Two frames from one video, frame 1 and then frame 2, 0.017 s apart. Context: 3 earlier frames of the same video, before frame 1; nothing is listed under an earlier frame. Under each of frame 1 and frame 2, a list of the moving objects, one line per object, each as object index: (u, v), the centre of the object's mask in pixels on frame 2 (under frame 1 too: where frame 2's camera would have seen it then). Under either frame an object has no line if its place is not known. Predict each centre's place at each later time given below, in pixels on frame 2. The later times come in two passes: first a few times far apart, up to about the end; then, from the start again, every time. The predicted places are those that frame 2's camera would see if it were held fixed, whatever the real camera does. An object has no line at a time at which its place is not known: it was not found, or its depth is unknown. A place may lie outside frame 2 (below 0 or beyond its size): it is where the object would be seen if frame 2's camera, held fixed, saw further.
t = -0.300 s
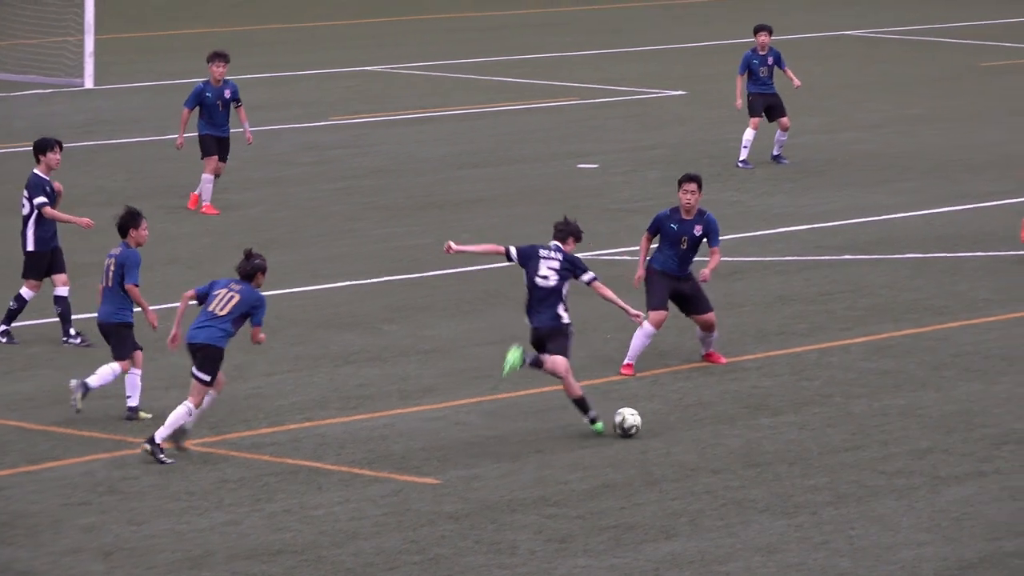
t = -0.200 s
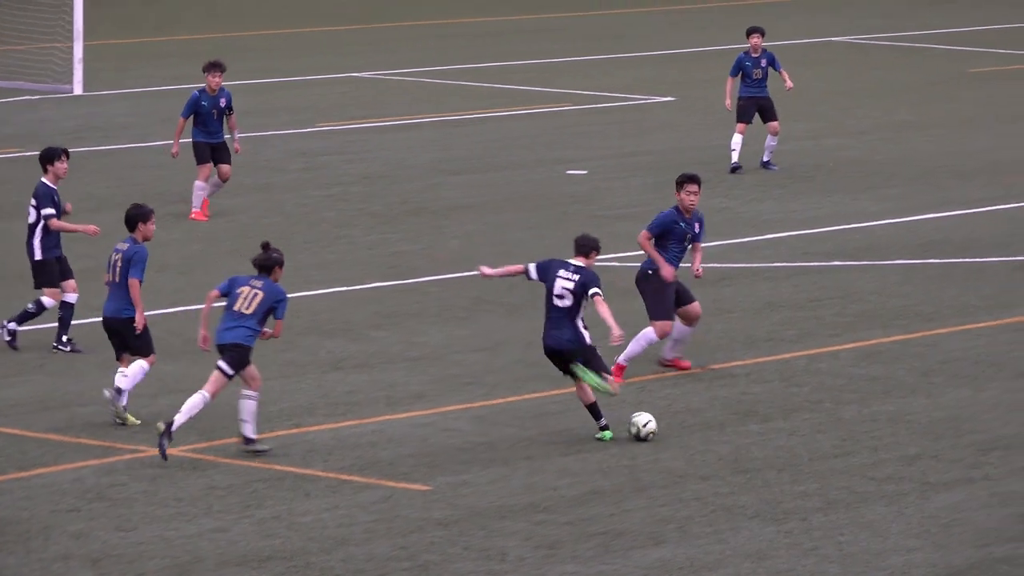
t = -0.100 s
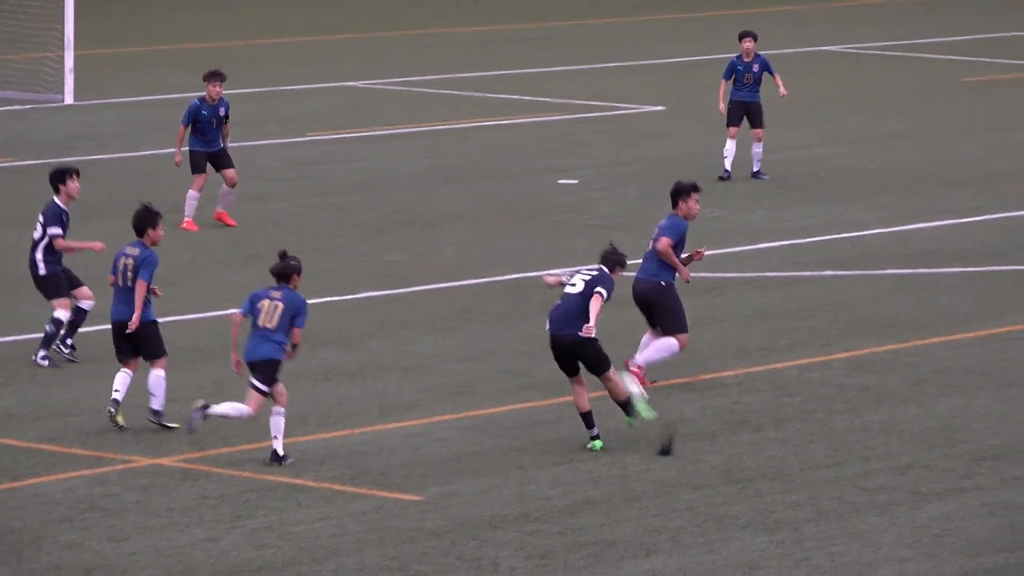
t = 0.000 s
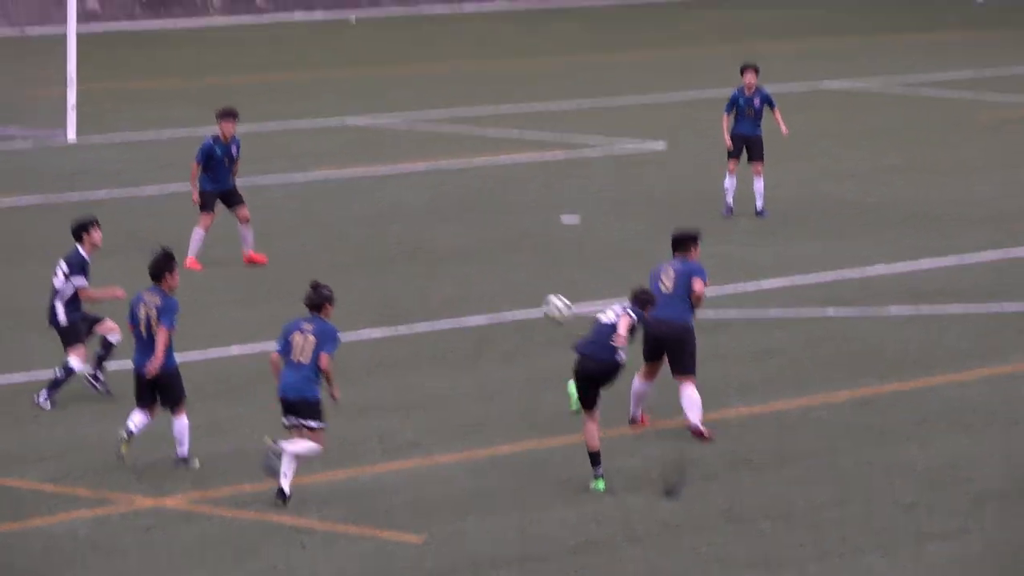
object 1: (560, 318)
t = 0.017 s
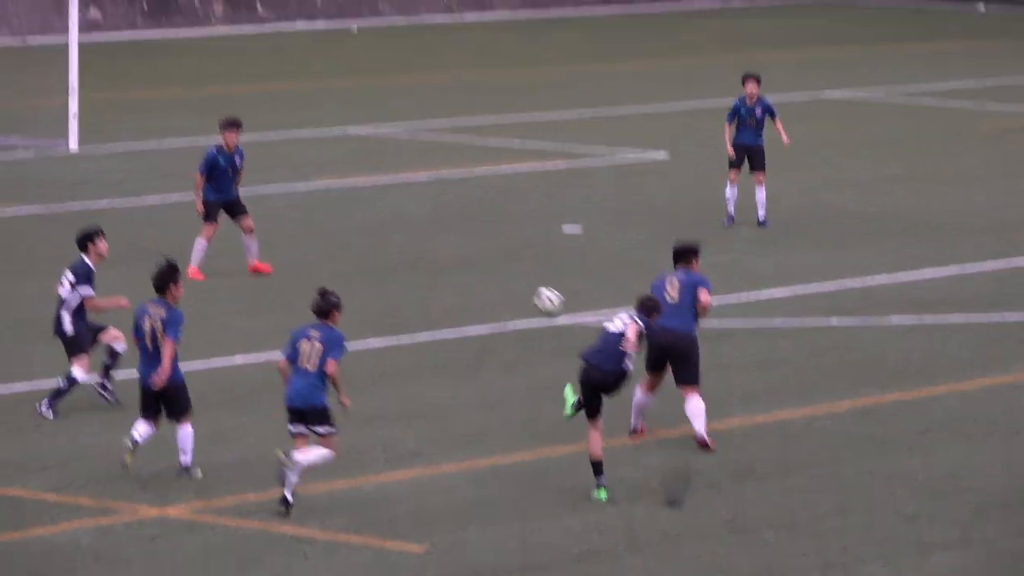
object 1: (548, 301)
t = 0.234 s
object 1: (413, 144)
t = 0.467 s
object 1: (275, 82)
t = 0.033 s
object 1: (537, 284)
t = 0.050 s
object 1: (527, 270)
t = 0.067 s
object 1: (516, 255)
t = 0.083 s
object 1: (506, 241)
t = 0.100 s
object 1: (495, 228)
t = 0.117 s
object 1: (485, 216)
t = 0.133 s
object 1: (474, 204)
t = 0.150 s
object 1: (464, 193)
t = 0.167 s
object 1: (453, 182)
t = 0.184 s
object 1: (444, 171)
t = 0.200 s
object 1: (434, 162)
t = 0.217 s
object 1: (424, 153)
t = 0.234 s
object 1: (413, 144)
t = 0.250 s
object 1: (403, 136)
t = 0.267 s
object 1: (393, 129)
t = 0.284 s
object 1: (382, 123)
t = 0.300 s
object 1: (371, 116)
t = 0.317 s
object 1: (361, 111)
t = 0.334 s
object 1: (351, 106)
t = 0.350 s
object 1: (341, 101)
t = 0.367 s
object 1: (331, 97)
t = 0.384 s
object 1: (321, 93)
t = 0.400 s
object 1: (312, 90)
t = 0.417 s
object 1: (302, 88)
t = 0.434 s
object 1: (293, 85)
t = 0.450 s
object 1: (284, 84)
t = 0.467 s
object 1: (275, 82)
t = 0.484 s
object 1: (265, 82)
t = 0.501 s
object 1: (256, 81)
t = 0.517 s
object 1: (248, 81)
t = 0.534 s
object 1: (240, 81)
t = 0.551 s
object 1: (231, 82)
